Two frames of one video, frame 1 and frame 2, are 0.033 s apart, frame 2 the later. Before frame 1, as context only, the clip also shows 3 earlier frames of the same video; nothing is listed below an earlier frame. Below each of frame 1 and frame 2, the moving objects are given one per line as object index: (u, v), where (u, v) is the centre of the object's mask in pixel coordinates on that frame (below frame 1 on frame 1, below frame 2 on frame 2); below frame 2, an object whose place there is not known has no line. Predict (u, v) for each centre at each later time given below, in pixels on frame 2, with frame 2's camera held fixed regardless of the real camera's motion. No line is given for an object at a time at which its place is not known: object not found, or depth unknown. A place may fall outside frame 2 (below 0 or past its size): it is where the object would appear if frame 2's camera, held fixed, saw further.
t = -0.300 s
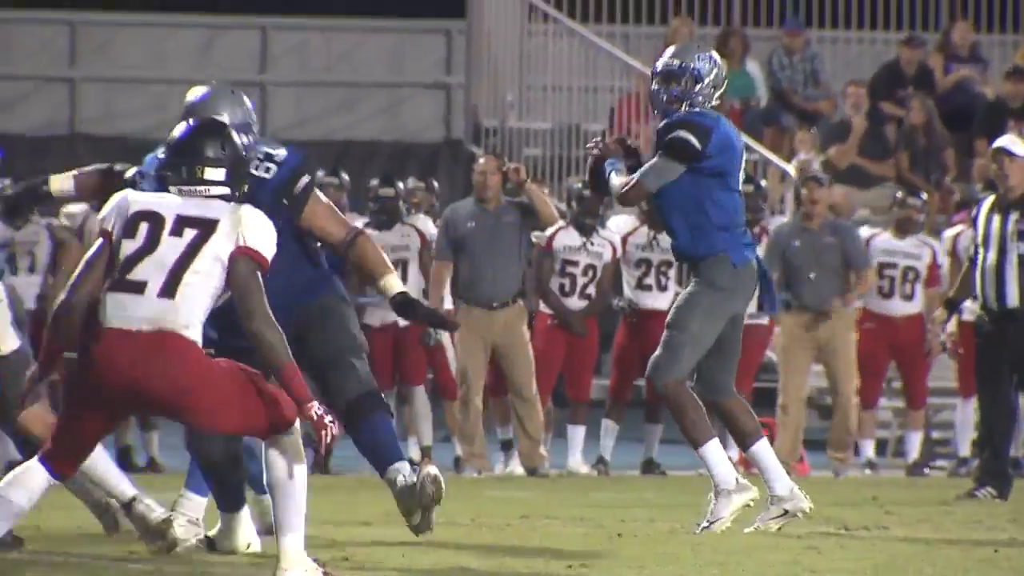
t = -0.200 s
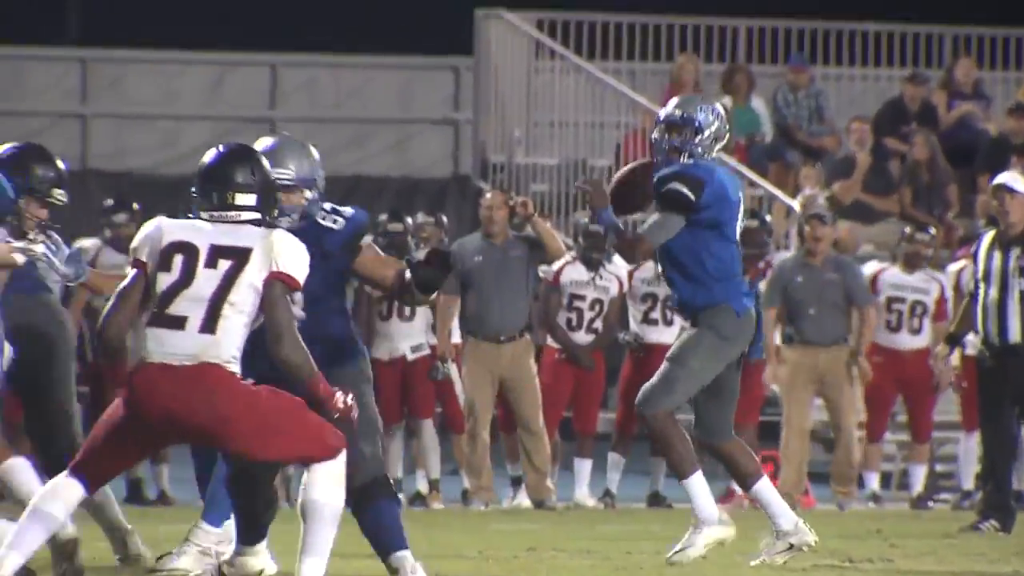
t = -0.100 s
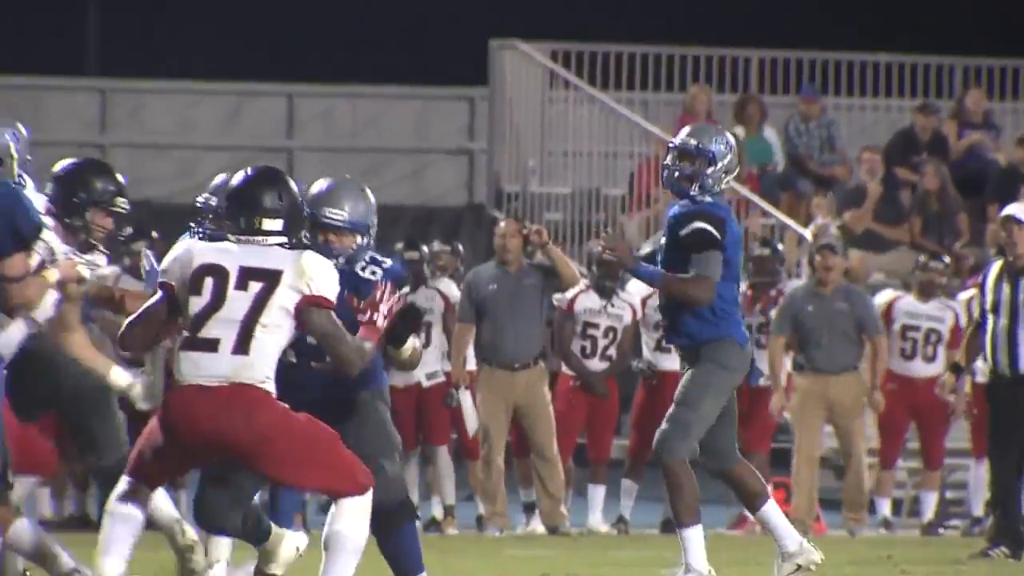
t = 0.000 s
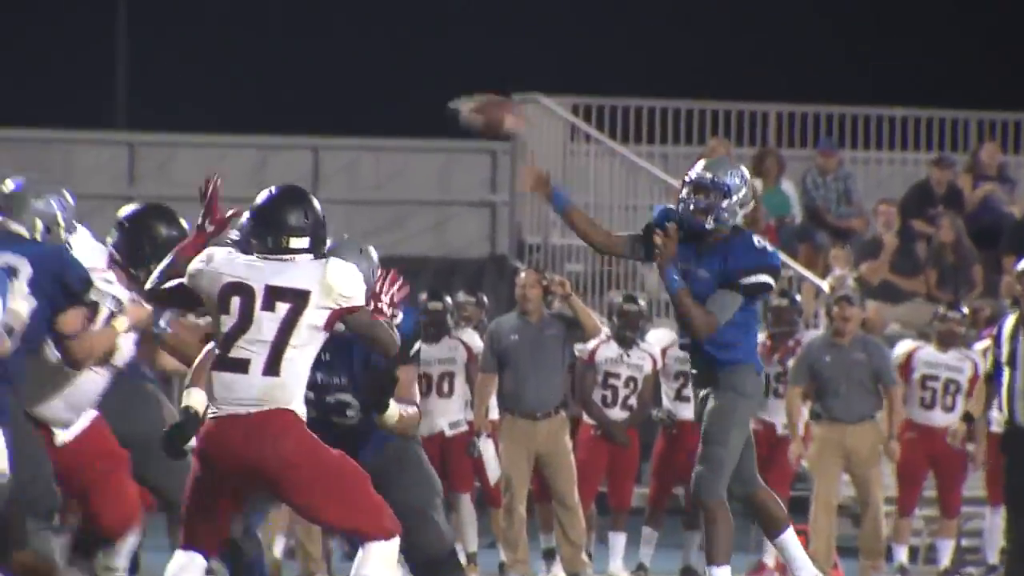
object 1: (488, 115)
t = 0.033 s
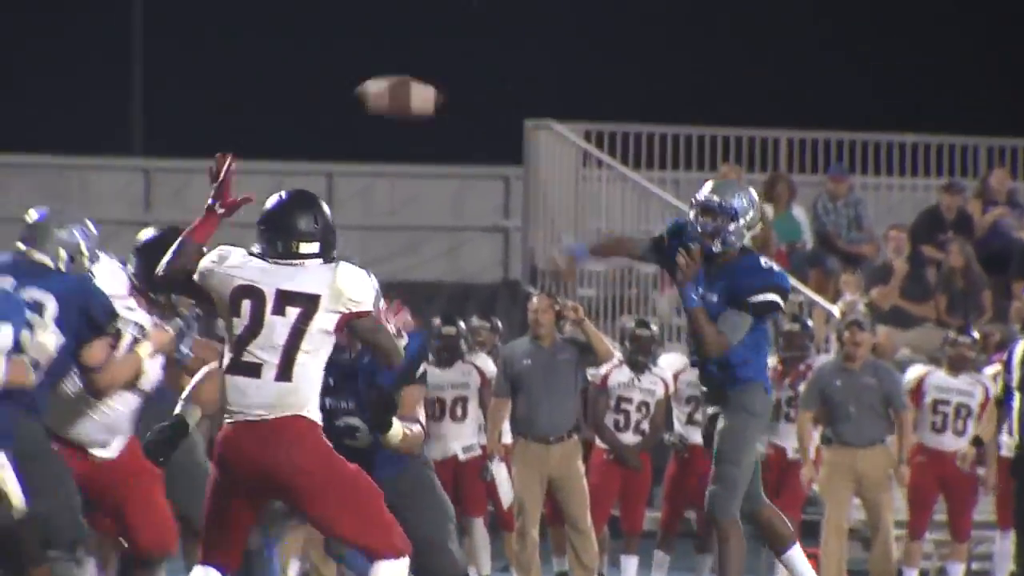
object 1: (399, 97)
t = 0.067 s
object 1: (288, 51)
